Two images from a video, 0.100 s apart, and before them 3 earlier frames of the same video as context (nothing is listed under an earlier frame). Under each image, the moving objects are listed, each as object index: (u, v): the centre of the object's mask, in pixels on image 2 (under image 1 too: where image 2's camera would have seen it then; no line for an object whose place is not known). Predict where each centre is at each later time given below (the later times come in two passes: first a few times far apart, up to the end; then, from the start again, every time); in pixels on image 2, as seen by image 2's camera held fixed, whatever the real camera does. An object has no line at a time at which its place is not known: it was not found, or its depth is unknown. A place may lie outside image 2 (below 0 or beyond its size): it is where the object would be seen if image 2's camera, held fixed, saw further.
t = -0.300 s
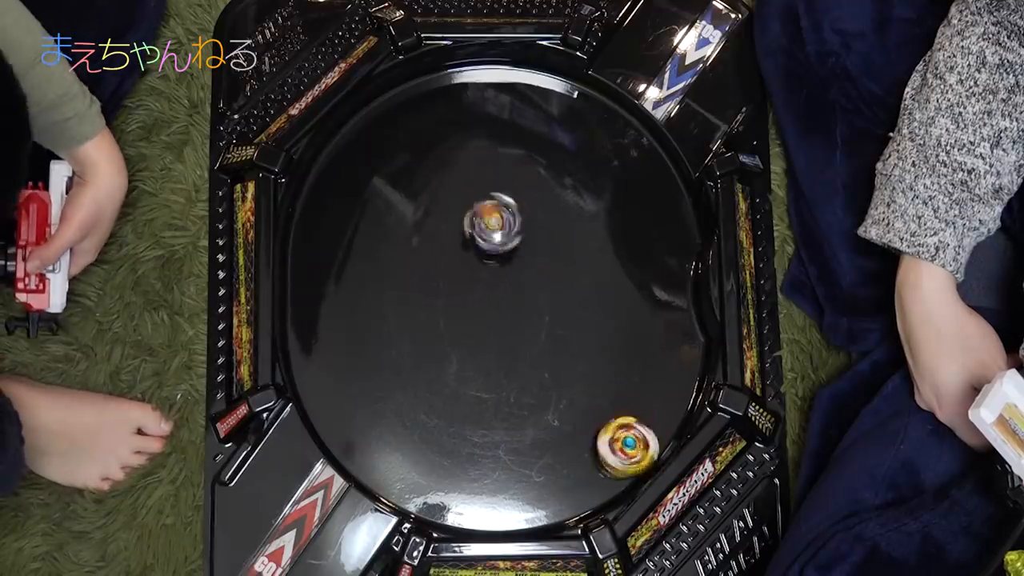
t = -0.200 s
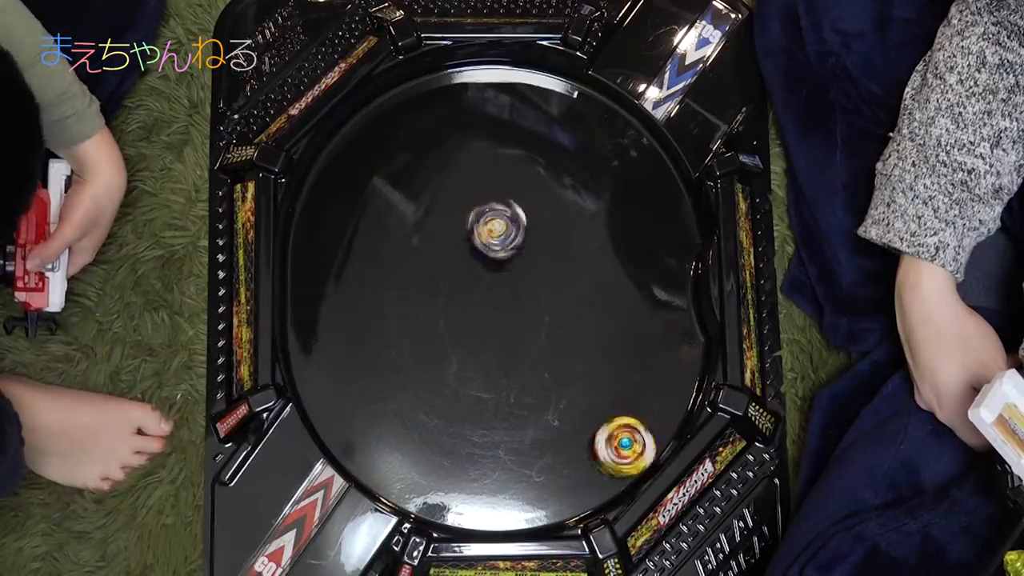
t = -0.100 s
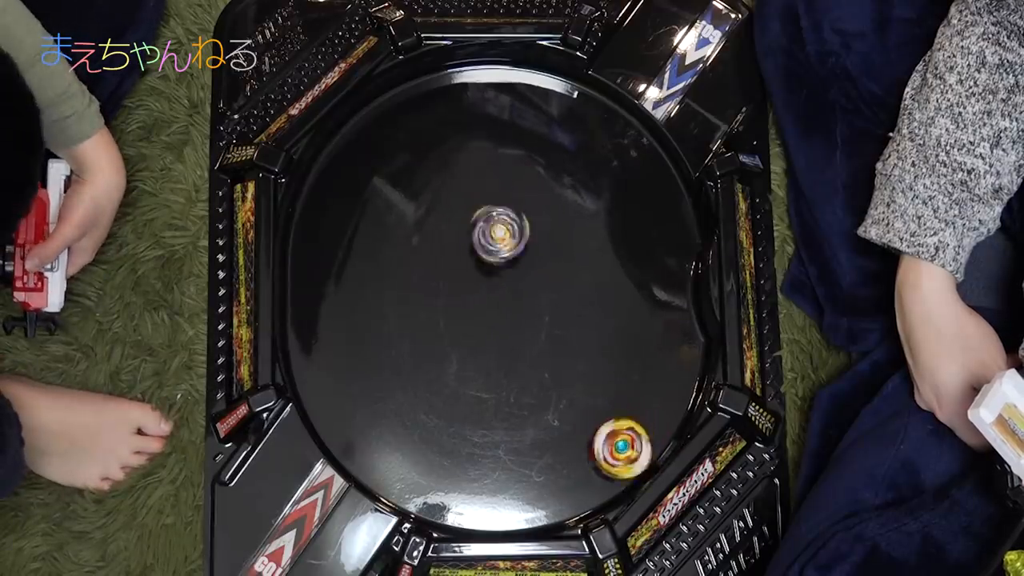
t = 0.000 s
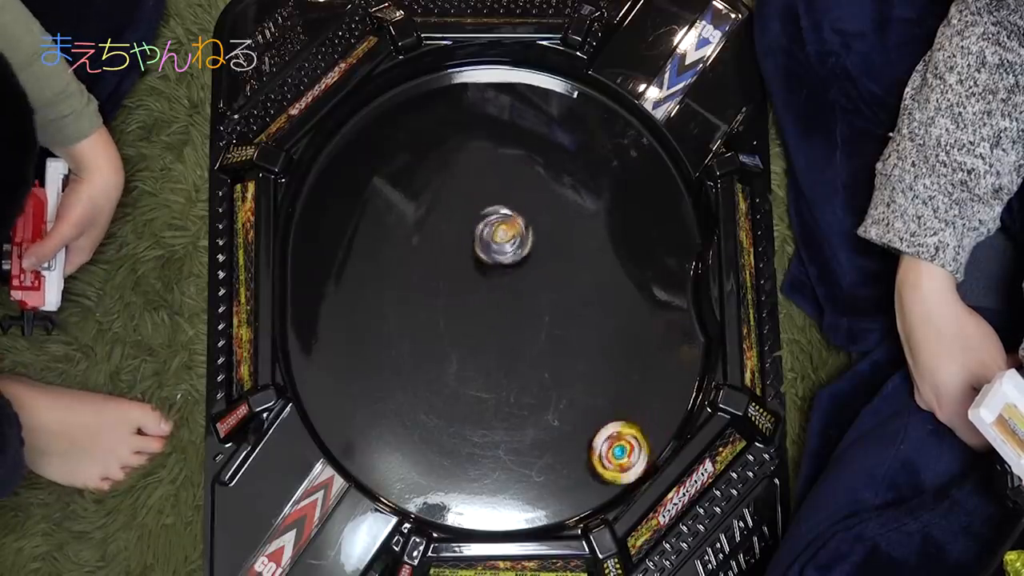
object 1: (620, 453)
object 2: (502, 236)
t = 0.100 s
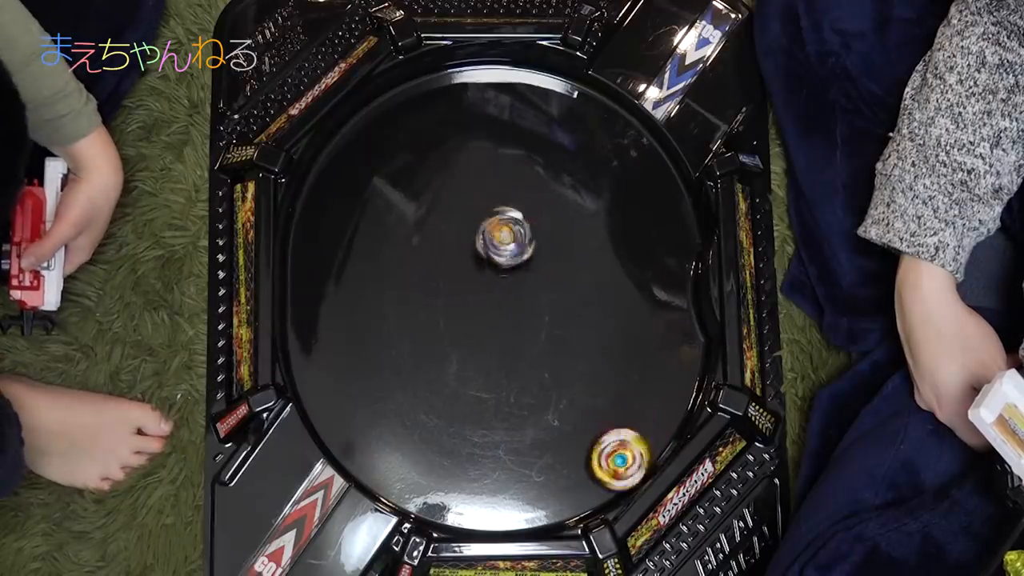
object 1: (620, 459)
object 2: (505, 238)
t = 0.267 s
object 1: (613, 452)
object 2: (512, 240)
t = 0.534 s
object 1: (618, 453)
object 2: (520, 240)
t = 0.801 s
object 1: (624, 444)
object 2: (525, 235)
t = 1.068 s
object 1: (624, 442)
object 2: (521, 225)
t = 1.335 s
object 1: (635, 445)
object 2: (513, 218)
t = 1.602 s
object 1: (621, 444)
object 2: (501, 215)
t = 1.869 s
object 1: (624, 457)
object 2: (492, 216)
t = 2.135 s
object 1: (618, 455)
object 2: (487, 221)
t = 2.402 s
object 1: (620, 454)
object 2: (492, 226)
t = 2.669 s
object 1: (619, 458)
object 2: (503, 222)
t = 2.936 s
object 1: (615, 456)
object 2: (508, 211)
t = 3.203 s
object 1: (615, 455)
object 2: (497, 202)
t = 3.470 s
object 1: (621, 450)
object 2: (488, 208)
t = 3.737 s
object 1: (624, 445)
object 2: (488, 219)
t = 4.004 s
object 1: (628, 452)
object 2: (501, 221)
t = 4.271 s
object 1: (608, 450)
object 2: (508, 210)
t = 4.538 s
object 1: (603, 455)
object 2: (498, 200)
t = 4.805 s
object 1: (602, 457)
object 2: (491, 209)
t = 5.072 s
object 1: (604, 471)
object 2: (497, 217)
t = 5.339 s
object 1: (591, 471)
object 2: (508, 215)
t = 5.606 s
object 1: (587, 477)
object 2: (508, 205)
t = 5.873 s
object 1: (570, 483)
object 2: (499, 204)
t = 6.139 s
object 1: (568, 493)
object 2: (497, 210)
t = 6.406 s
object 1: (568, 493)
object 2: (505, 214)
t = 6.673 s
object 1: (568, 493)
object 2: (508, 208)
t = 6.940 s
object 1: (567, 493)
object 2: (501, 207)
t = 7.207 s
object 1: (568, 493)
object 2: (502, 214)
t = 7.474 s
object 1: (568, 493)
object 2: (507, 212)
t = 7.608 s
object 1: (568, 493)
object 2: (507, 209)
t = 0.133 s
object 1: (619, 458)
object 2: (508, 239)
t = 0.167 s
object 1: (617, 456)
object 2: (507, 240)
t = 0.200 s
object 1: (615, 454)
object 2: (509, 239)
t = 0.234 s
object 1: (614, 454)
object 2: (509, 241)
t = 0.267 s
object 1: (613, 452)
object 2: (512, 240)
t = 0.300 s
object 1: (613, 452)
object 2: (512, 241)
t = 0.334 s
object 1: (612, 452)
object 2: (514, 241)
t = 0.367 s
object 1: (613, 451)
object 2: (515, 241)
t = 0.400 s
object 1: (613, 452)
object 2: (515, 240)
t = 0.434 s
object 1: (613, 452)
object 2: (518, 241)
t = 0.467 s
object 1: (615, 453)
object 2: (518, 241)
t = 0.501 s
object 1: (616, 453)
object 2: (520, 240)
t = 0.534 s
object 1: (618, 453)
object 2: (520, 240)
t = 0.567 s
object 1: (620, 453)
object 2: (522, 239)
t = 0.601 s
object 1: (623, 452)
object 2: (522, 240)
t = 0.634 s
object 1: (623, 450)
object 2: (521, 238)
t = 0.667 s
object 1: (624, 449)
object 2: (523, 238)
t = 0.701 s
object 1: (624, 448)
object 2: (523, 236)
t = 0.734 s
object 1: (625, 446)
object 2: (525, 237)
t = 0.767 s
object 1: (625, 445)
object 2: (524, 235)
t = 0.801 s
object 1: (624, 444)
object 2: (525, 235)
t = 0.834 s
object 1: (625, 443)
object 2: (524, 233)
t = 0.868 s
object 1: (624, 442)
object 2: (525, 233)
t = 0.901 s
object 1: (624, 442)
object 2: (524, 232)
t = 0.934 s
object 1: (623, 441)
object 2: (524, 230)
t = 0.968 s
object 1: (624, 442)
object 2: (524, 229)
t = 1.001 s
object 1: (623, 441)
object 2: (523, 227)
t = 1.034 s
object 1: (624, 442)
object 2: (523, 227)
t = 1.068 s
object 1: (624, 442)
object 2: (521, 225)
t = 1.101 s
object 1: (625, 443)
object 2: (522, 224)
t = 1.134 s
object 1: (625, 443)
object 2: (520, 223)
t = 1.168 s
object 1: (627, 444)
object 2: (519, 222)
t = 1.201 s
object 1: (628, 445)
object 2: (518, 222)
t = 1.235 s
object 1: (630, 444)
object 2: (516, 220)
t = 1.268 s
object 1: (632, 445)
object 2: (516, 219)
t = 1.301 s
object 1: (633, 445)
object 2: (515, 220)
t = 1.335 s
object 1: (635, 445)
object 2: (513, 218)
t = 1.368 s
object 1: (635, 444)
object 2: (512, 217)
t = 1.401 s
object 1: (632, 442)
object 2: (509, 216)
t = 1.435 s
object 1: (629, 441)
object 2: (509, 216)
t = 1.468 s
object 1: (627, 440)
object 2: (507, 216)
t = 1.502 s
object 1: (625, 440)
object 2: (505, 215)
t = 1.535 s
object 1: (623, 442)
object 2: (504, 215)
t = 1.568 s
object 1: (622, 443)
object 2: (502, 215)
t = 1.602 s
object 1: (621, 444)
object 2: (501, 215)
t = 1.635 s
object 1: (620, 445)
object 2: (499, 215)
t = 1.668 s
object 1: (619, 447)
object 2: (498, 214)
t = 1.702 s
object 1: (619, 448)
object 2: (497, 215)
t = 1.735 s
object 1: (620, 450)
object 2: (496, 215)
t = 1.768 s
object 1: (620, 452)
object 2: (495, 215)
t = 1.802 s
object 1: (621, 454)
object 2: (492, 216)
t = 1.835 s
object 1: (622, 455)
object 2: (492, 215)
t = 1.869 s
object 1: (624, 457)
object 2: (492, 216)
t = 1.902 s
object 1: (623, 455)
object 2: (490, 216)
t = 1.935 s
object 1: (622, 455)
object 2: (490, 217)
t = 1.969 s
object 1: (621, 455)
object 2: (488, 218)
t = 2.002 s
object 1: (620, 454)
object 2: (488, 218)
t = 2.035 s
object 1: (620, 454)
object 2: (488, 219)
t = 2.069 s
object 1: (619, 454)
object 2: (488, 219)
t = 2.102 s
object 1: (619, 454)
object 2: (487, 221)
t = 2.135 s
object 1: (618, 455)
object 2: (487, 221)
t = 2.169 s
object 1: (619, 454)
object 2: (488, 221)
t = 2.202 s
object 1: (619, 455)
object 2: (488, 223)
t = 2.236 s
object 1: (619, 454)
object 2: (489, 223)
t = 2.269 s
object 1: (619, 455)
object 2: (488, 224)
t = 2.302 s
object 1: (620, 455)
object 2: (490, 224)
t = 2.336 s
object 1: (620, 454)
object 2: (491, 225)
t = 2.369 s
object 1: (619, 455)
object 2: (491, 225)
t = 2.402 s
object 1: (620, 454)
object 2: (492, 226)
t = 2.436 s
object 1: (620, 454)
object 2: (494, 225)
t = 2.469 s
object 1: (620, 454)
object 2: (496, 225)
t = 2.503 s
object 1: (620, 454)
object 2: (496, 226)
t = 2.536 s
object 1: (621, 454)
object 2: (498, 225)
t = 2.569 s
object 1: (620, 455)
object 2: (499, 225)
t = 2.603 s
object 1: (620, 456)
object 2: (501, 224)
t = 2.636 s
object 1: (620, 457)
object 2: (502, 223)
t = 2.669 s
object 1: (619, 458)
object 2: (503, 222)
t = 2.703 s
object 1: (621, 458)
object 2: (505, 222)
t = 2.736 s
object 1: (620, 457)
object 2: (505, 220)
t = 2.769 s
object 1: (620, 456)
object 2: (507, 219)
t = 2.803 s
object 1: (619, 456)
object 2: (507, 217)
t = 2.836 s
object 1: (617, 455)
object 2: (508, 215)
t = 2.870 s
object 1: (616, 455)
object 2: (508, 215)
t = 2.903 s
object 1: (615, 455)
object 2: (508, 212)
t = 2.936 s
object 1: (615, 456)
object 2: (508, 211)
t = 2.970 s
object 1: (615, 455)
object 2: (507, 209)
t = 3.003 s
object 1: (614, 454)
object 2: (507, 208)
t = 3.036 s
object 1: (614, 456)
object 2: (505, 206)
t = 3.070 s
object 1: (614, 456)
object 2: (504, 204)
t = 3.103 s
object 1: (614, 456)
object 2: (502, 204)
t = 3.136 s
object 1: (615, 455)
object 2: (501, 202)
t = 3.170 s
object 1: (615, 454)
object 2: (499, 203)
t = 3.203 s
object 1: (615, 455)
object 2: (497, 202)
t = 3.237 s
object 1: (616, 454)
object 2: (496, 203)
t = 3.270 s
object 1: (616, 454)
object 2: (493, 203)
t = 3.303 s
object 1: (618, 452)
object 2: (493, 203)
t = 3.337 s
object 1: (619, 452)
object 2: (491, 204)
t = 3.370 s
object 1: (619, 452)
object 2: (490, 204)
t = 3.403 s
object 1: (620, 451)
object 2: (489, 206)
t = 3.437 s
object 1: (621, 450)
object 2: (487, 207)
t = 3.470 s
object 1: (621, 450)
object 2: (488, 208)
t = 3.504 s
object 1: (622, 448)
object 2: (486, 210)
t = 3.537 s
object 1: (623, 447)
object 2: (486, 211)
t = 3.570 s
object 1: (624, 447)
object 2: (486, 212)
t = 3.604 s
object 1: (624, 447)
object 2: (485, 214)
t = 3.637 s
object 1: (624, 446)
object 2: (487, 214)
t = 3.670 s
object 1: (624, 446)
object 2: (486, 217)
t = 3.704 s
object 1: (624, 445)
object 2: (488, 217)
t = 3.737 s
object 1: (624, 445)
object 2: (488, 219)
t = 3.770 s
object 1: (626, 446)
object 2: (489, 219)
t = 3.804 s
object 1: (625, 446)
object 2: (491, 220)
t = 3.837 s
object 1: (625, 446)
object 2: (493, 222)
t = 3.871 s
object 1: (626, 447)
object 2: (494, 221)
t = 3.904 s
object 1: (625, 448)
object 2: (496, 222)
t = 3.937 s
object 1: (626, 450)
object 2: (498, 222)
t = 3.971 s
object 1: (627, 451)
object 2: (499, 222)
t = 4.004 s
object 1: (628, 452)
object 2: (501, 221)
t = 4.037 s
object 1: (627, 452)
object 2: (503, 220)
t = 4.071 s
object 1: (623, 451)
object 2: (505, 220)
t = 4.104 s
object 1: (620, 451)
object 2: (504, 218)
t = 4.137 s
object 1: (617, 450)
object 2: (507, 216)
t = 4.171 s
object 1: (615, 450)
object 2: (507, 215)
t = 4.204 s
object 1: (612, 449)
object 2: (508, 213)
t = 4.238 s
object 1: (609, 449)
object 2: (508, 212)
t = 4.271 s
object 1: (608, 450)
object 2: (508, 210)
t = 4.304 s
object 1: (607, 451)
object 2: (508, 208)
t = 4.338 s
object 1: (606, 451)
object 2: (507, 206)
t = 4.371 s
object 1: (605, 451)
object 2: (507, 204)
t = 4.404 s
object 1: (603, 453)
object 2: (505, 204)
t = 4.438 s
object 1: (603, 453)
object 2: (504, 202)
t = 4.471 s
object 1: (603, 453)
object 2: (502, 202)
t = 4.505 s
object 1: (602, 454)
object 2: (500, 202)
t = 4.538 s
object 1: (603, 455)
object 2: (498, 200)
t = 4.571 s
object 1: (603, 456)
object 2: (498, 202)
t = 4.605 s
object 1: (603, 455)
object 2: (495, 202)
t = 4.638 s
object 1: (602, 455)
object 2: (494, 203)
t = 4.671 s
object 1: (602, 455)
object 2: (493, 204)
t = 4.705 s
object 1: (601, 457)
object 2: (491, 204)
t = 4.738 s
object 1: (602, 456)
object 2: (492, 206)
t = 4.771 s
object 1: (602, 457)
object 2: (490, 207)
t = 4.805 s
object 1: (602, 457)
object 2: (491, 209)
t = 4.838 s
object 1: (601, 459)
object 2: (490, 211)
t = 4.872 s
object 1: (602, 460)
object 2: (491, 212)
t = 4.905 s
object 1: (602, 462)
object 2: (491, 213)
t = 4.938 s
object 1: (603, 463)
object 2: (492, 214)
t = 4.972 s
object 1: (602, 466)
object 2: (494, 215)
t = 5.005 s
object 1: (603, 468)
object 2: (495, 217)
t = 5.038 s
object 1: (604, 471)
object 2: (495, 217)
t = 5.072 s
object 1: (604, 471)
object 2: (497, 217)
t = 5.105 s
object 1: (602, 468)
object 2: (498, 218)
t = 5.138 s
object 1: (599, 467)
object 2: (500, 218)
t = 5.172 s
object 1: (597, 467)
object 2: (501, 218)
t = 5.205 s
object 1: (596, 468)
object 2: (503, 219)
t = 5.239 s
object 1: (595, 468)
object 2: (503, 217)
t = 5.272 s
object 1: (593, 469)
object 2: (505, 217)
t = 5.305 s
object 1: (592, 469)
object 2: (506, 216)
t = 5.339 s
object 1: (591, 471)
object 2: (508, 215)
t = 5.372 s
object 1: (590, 473)
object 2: (508, 214)
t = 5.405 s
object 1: (589, 473)
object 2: (508, 214)
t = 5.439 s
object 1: (589, 475)
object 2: (509, 211)
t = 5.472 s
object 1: (589, 477)
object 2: (509, 211)
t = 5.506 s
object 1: (590, 480)
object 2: (509, 209)
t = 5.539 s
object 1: (590, 480)
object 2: (510, 208)
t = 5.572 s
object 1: (588, 479)
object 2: (509, 207)
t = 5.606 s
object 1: (587, 477)
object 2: (508, 205)
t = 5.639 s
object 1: (585, 477)
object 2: (508, 205)
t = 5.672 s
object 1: (583, 477)
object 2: (506, 204)
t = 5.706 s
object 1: (580, 477)
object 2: (505, 203)
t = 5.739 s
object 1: (578, 479)
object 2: (505, 203)
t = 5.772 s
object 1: (576, 480)
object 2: (503, 203)
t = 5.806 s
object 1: (573, 481)
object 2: (502, 203)
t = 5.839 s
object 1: (571, 482)
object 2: (501, 204)
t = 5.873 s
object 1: (570, 483)
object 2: (499, 204)
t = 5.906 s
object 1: (568, 485)
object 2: (499, 205)
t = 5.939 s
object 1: (567, 487)
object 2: (498, 205)
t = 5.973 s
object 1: (567, 490)
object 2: (498, 205)
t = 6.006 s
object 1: (567, 492)
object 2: (498, 207)
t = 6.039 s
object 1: (567, 492)
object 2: (497, 207)
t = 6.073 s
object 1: (567, 493)
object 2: (497, 209)
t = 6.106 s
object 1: (568, 493)
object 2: (496, 210)
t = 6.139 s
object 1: (568, 493)
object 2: (497, 210)
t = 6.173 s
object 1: (568, 493)
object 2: (498, 212)
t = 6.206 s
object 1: (568, 493)
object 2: (498, 213)
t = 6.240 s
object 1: (568, 493)
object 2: (499, 214)
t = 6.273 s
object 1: (568, 493)
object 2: (500, 214)
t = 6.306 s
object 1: (568, 493)
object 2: (501, 214)
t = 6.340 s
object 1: (568, 493)
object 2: (502, 214)
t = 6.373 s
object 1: (568, 493)
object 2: (504, 214)
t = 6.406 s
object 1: (568, 493)
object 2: (505, 214)
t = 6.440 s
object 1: (568, 493)
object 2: (505, 214)
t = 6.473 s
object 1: (568, 493)
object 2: (506, 213)
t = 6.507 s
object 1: (568, 493)
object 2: (506, 213)
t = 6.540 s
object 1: (568, 493)
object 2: (507, 212)
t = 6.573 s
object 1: (567, 493)
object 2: (508, 211)
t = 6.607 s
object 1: (568, 493)
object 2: (508, 210)
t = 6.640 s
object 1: (567, 493)
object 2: (509, 210)
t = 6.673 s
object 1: (568, 493)
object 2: (508, 208)
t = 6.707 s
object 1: (568, 493)
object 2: (508, 207)
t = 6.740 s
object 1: (568, 493)
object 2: (506, 207)
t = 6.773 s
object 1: (568, 493)
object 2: (505, 206)
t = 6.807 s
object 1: (567, 493)
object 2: (505, 205)
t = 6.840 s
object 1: (568, 493)
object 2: (504, 206)
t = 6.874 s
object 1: (568, 493)
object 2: (503, 206)
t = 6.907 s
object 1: (568, 493)
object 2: (502, 207)
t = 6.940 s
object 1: (567, 493)
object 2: (501, 207)
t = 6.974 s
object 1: (568, 493)
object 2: (501, 208)
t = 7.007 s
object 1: (567, 493)
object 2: (500, 209)
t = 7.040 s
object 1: (568, 493)
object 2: (500, 209)
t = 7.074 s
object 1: (568, 493)
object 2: (500, 211)
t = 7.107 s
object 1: (568, 493)
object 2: (500, 212)
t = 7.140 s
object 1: (567, 493)
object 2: (500, 213)
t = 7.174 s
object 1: (568, 493)
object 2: (500, 214)
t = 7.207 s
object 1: (568, 493)
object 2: (502, 214)
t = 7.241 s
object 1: (568, 493)
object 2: (502, 214)
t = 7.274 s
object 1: (568, 493)
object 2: (503, 213)
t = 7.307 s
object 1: (568, 493)
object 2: (505, 214)
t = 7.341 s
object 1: (568, 493)
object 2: (505, 214)
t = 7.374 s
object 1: (568, 493)
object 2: (506, 214)
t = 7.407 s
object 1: (568, 493)
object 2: (507, 214)
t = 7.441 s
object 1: (568, 493)
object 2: (507, 213)
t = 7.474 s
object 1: (568, 493)
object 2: (507, 212)
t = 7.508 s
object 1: (568, 493)
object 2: (507, 210)
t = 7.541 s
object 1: (568, 493)
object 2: (508, 210)
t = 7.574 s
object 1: (568, 493)
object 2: (507, 210)
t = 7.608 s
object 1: (568, 493)
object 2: (507, 209)
